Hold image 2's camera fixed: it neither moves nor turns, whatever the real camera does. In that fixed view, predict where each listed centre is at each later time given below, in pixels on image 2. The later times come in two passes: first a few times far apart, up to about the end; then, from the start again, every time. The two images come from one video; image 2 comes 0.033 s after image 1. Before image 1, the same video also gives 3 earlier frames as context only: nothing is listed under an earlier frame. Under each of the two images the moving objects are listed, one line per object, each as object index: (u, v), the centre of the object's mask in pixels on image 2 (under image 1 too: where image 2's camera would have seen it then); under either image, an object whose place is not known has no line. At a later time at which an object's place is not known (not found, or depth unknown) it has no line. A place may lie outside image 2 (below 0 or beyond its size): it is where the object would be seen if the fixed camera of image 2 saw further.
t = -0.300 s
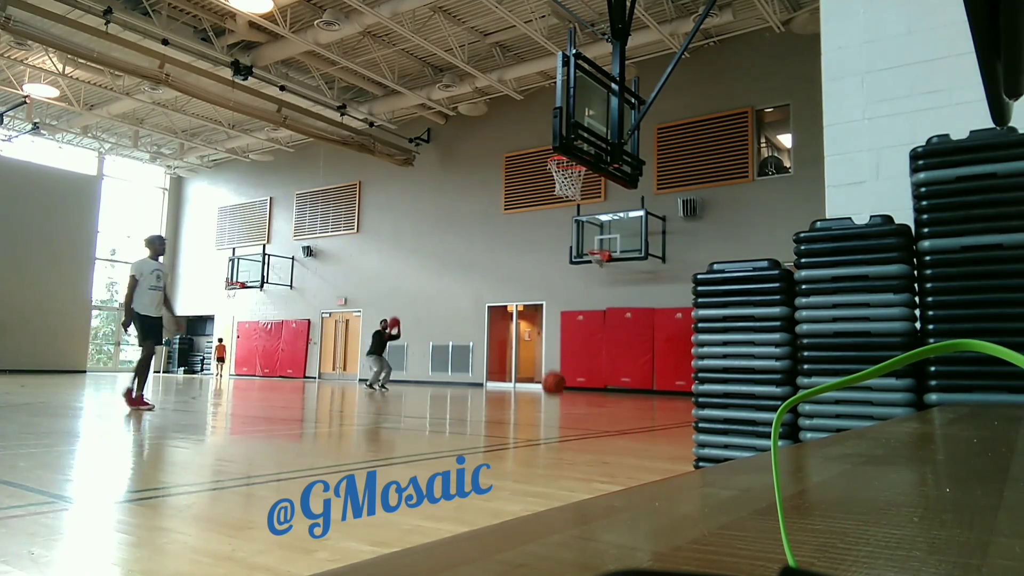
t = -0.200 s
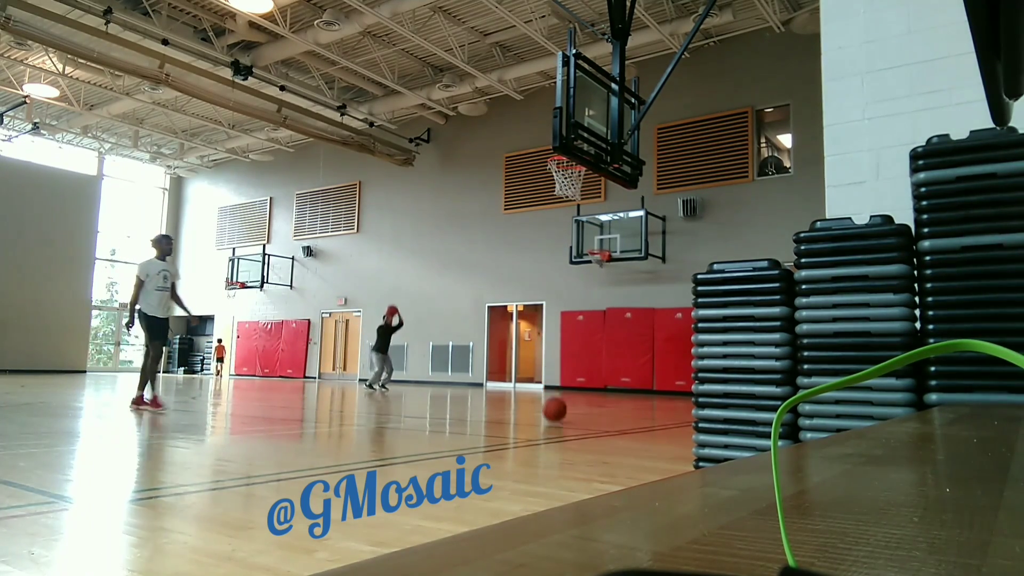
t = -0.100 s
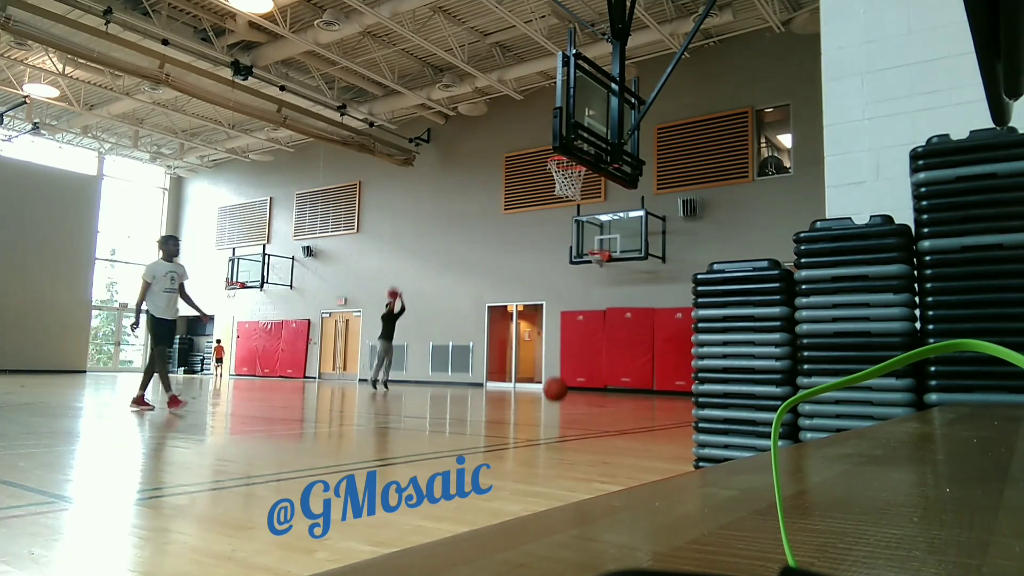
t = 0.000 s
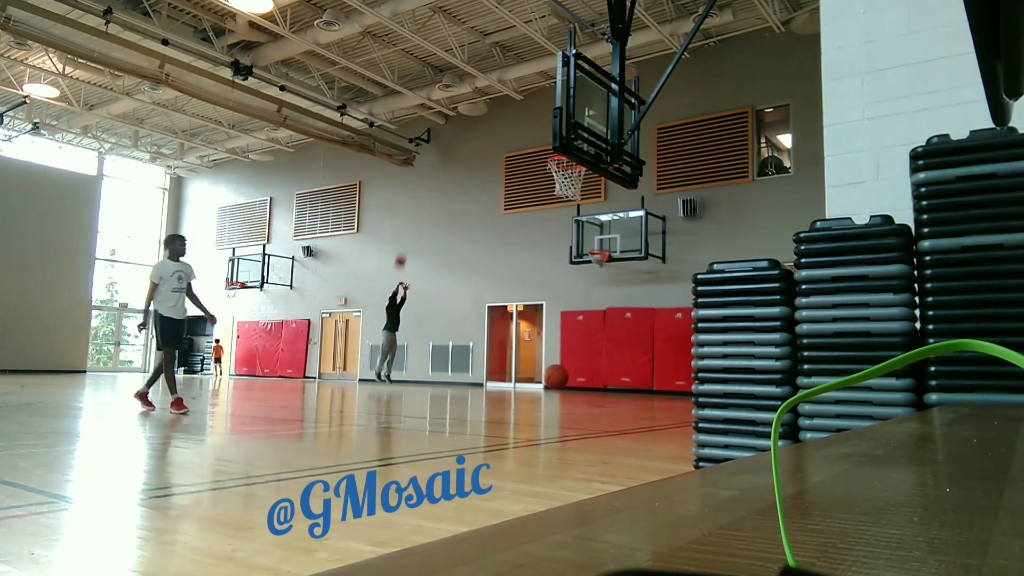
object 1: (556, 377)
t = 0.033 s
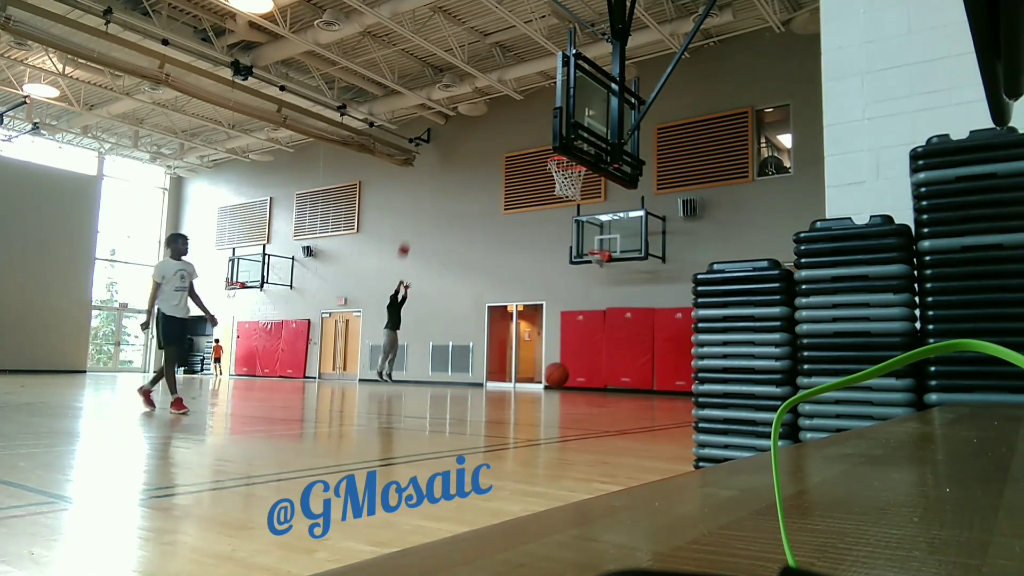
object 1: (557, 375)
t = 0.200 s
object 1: (557, 382)
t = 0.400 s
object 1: (559, 402)
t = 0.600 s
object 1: (560, 387)
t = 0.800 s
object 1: (561, 412)
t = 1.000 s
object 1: (562, 394)
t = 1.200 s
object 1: (564, 411)
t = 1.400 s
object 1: (565, 402)
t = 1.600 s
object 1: (566, 405)
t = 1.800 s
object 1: (566, 412)
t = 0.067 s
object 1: (557, 374)
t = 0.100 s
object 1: (557, 375)
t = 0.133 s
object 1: (557, 376)
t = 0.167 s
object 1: (558, 378)
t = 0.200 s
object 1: (557, 382)
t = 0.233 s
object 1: (558, 387)
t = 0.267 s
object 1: (558, 393)
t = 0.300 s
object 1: (558, 401)
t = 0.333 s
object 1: (558, 410)
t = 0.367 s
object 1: (559, 407)
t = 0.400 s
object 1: (559, 402)
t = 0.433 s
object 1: (559, 396)
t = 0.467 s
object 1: (559, 391)
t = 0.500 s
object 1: (559, 388)
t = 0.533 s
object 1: (559, 387)
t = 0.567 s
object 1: (559, 386)
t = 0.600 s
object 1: (560, 387)
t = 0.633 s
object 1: (560, 388)
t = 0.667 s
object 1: (560, 391)
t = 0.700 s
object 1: (560, 395)
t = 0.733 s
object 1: (561, 399)
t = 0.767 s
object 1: (561, 406)
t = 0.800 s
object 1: (561, 412)
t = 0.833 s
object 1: (561, 406)
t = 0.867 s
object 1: (562, 402)
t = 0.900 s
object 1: (562, 398)
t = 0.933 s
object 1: (562, 396)
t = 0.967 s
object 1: (562, 395)
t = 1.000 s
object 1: (562, 394)
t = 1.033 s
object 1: (563, 395)
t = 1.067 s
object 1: (563, 398)
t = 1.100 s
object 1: (564, 401)
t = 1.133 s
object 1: (564, 405)
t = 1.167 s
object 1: (564, 411)
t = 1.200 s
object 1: (564, 411)
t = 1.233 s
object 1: (565, 406)
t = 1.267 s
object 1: (565, 403)
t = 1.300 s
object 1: (565, 401)
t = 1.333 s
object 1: (565, 400)
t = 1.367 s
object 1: (565, 400)
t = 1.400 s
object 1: (565, 402)
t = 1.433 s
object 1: (565, 404)
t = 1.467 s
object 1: (566, 408)
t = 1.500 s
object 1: (565, 413)
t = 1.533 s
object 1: (566, 410)
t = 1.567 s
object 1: (566, 406)
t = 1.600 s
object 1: (566, 405)
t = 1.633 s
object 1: (566, 404)
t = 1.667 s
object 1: (566, 405)
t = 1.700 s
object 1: (566, 406)
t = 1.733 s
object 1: (566, 408)
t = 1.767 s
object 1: (566, 413)
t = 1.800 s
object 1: (566, 412)
